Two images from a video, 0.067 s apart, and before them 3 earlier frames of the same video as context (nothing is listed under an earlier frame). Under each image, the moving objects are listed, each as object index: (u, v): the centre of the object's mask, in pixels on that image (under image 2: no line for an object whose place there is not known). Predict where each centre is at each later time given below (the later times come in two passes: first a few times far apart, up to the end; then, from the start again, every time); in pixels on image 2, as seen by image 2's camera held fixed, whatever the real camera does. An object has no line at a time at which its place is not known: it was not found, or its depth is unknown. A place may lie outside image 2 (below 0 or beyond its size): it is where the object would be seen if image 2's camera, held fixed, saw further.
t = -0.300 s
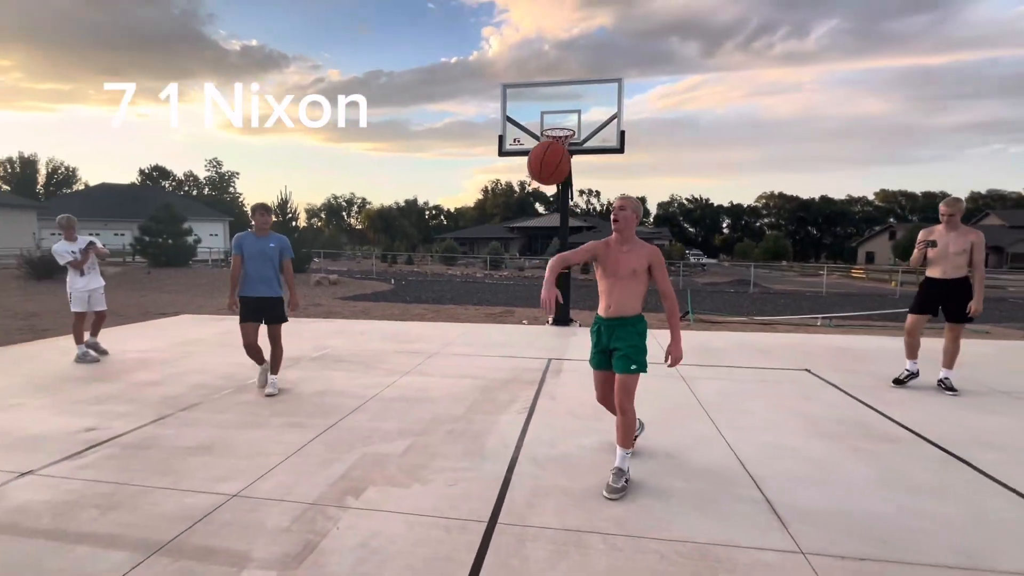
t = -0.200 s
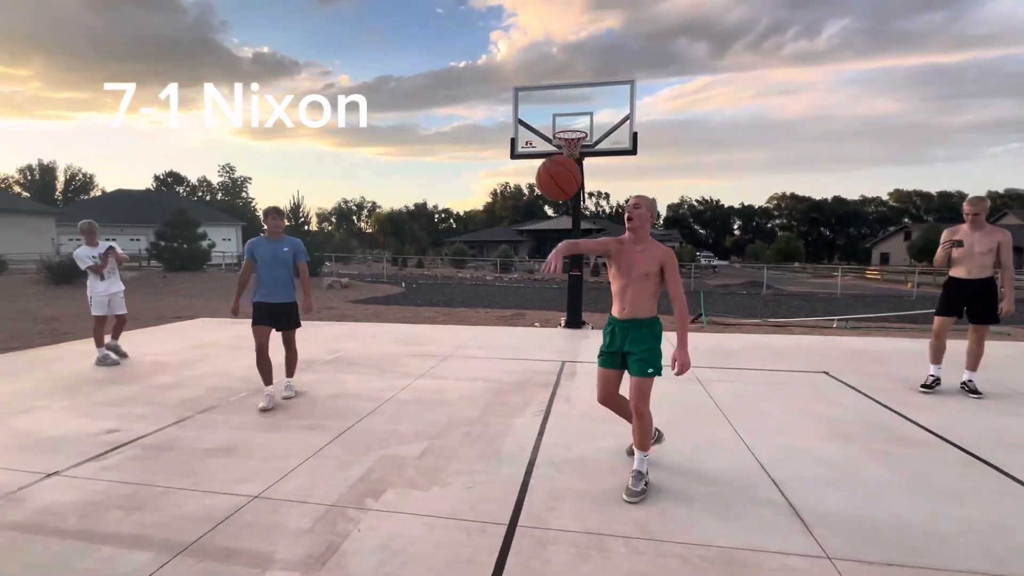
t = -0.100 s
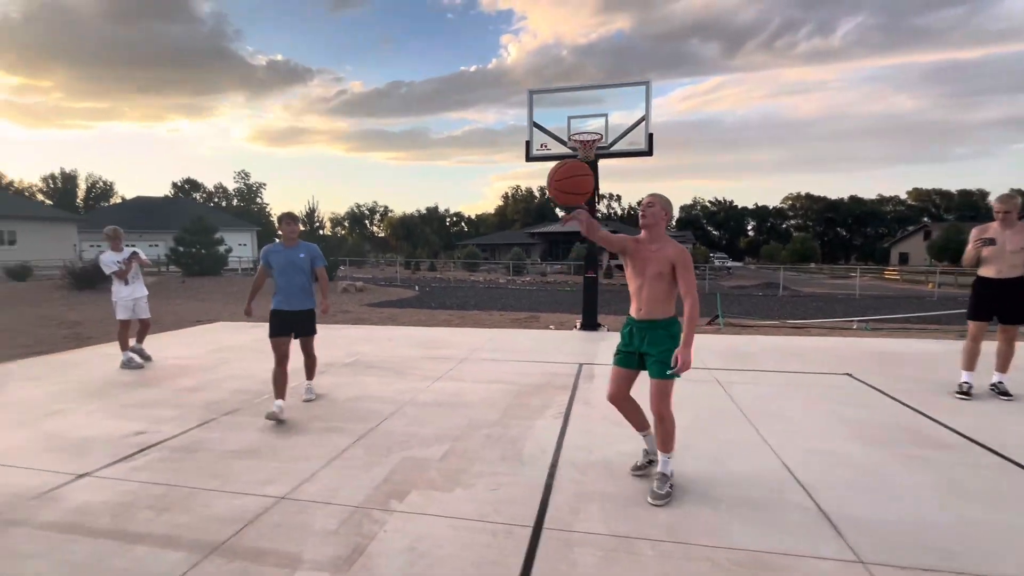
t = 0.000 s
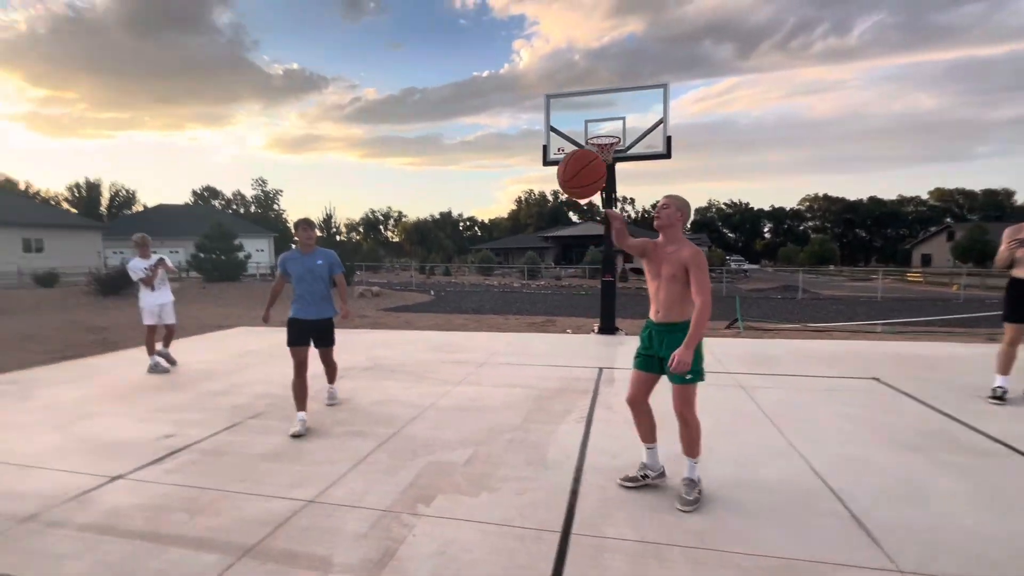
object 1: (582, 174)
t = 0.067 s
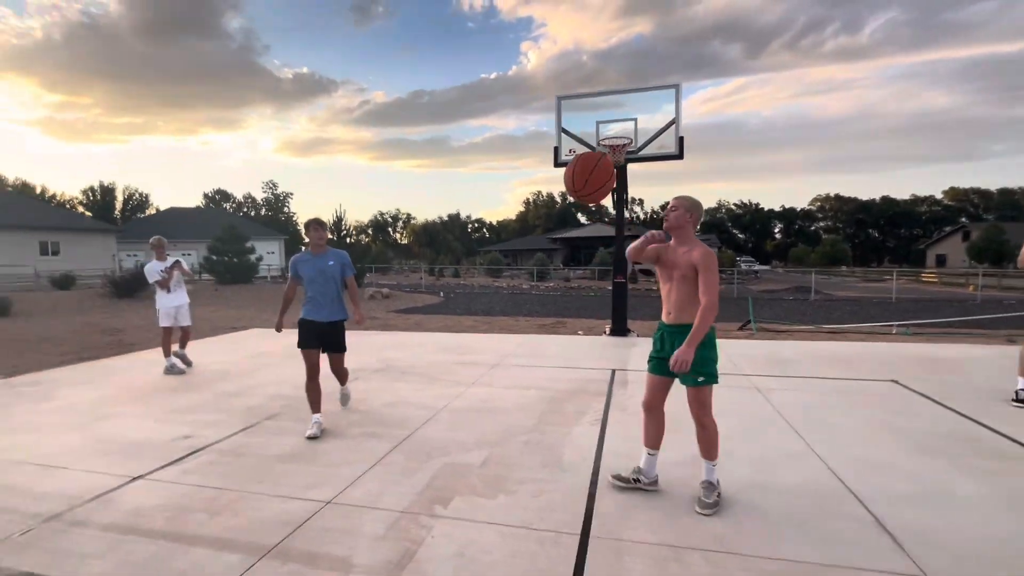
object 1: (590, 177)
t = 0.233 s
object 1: (584, 228)
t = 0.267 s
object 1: (583, 246)
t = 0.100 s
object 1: (588, 182)
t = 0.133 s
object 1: (588, 190)
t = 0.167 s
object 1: (586, 199)
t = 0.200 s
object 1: (585, 213)
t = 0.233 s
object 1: (584, 228)
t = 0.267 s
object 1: (583, 246)
